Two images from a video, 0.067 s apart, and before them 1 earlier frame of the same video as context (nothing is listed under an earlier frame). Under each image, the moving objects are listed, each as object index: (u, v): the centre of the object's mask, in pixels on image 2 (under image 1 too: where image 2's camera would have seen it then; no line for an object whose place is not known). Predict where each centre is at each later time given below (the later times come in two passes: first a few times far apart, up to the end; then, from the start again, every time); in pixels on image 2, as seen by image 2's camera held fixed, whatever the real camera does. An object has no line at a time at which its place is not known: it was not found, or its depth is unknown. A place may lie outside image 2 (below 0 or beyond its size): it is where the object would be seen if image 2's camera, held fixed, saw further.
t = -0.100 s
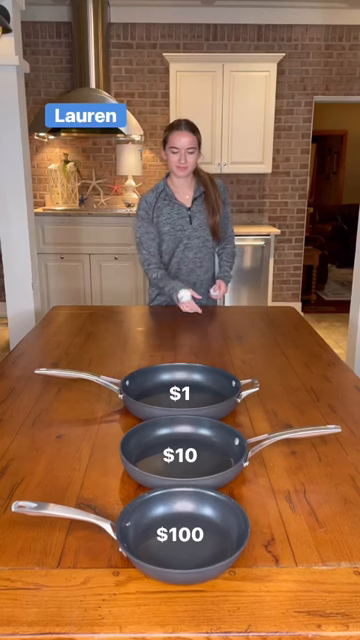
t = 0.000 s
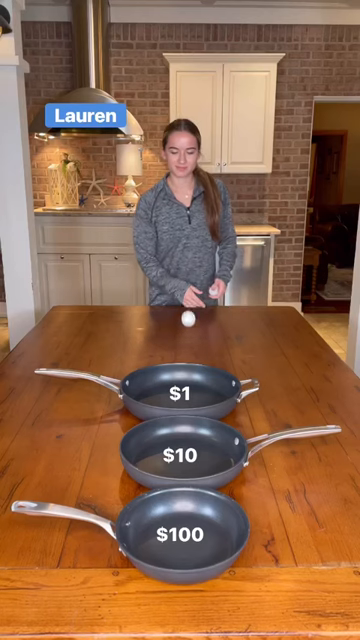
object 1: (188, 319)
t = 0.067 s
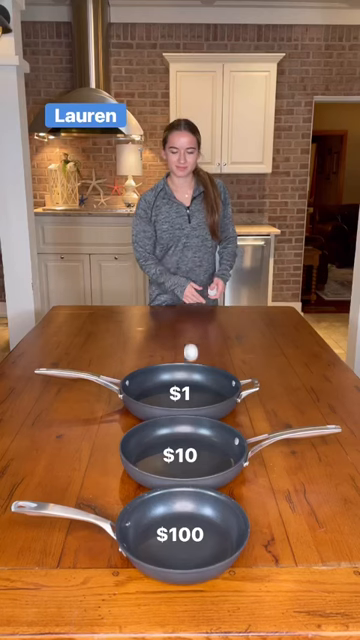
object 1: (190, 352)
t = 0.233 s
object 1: (198, 337)
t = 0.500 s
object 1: (214, 399)
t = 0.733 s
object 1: (270, 485)
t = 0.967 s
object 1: (348, 610)
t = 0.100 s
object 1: (192, 374)
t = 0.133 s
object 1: (193, 370)
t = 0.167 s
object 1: (195, 356)
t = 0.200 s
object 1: (196, 345)
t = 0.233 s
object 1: (198, 337)
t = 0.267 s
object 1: (199, 333)
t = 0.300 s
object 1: (201, 333)
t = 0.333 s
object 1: (202, 337)
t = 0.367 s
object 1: (204, 345)
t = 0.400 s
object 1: (205, 358)
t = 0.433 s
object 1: (207, 375)
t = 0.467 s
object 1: (209, 397)
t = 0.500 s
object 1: (214, 399)
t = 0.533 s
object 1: (221, 401)
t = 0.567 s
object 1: (228, 409)
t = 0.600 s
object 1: (236, 421)
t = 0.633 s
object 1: (243, 440)
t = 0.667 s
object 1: (252, 465)
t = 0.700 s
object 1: (260, 491)
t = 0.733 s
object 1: (270, 485)
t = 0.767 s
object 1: (280, 484)
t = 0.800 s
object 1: (291, 489)
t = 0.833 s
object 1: (303, 499)
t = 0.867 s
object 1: (315, 518)
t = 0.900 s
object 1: (326, 544)
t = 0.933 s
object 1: (339, 577)
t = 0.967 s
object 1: (348, 610)
